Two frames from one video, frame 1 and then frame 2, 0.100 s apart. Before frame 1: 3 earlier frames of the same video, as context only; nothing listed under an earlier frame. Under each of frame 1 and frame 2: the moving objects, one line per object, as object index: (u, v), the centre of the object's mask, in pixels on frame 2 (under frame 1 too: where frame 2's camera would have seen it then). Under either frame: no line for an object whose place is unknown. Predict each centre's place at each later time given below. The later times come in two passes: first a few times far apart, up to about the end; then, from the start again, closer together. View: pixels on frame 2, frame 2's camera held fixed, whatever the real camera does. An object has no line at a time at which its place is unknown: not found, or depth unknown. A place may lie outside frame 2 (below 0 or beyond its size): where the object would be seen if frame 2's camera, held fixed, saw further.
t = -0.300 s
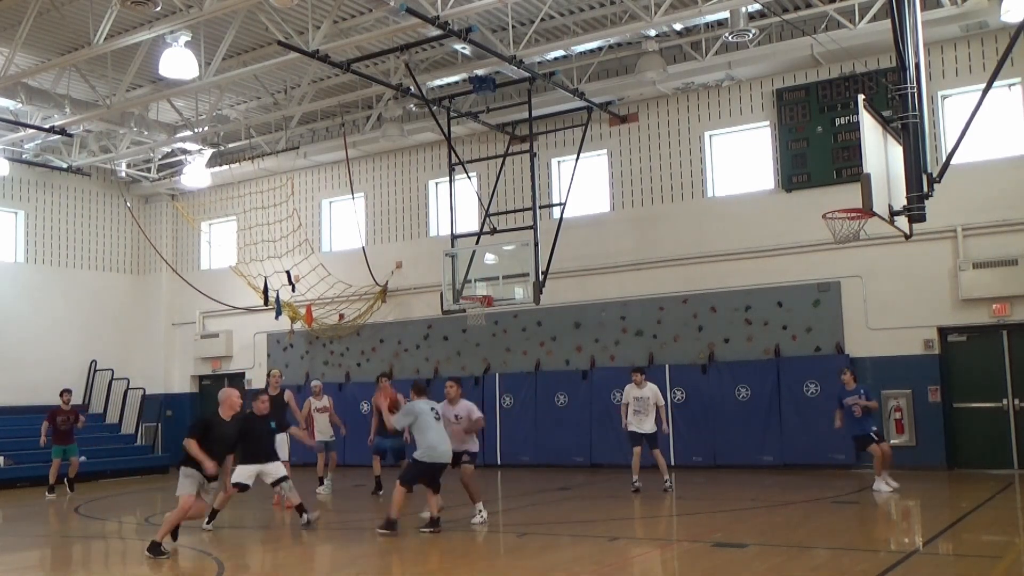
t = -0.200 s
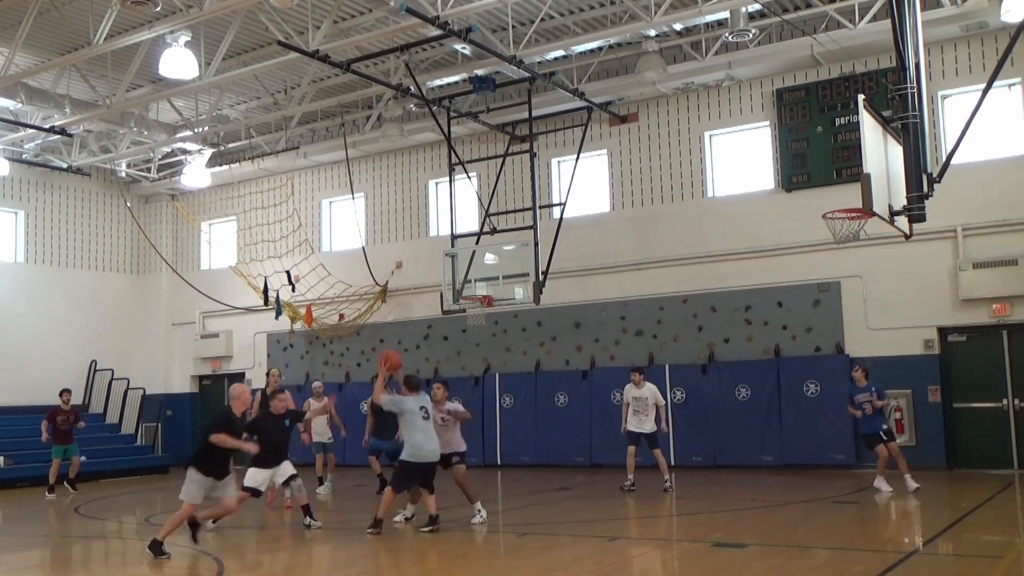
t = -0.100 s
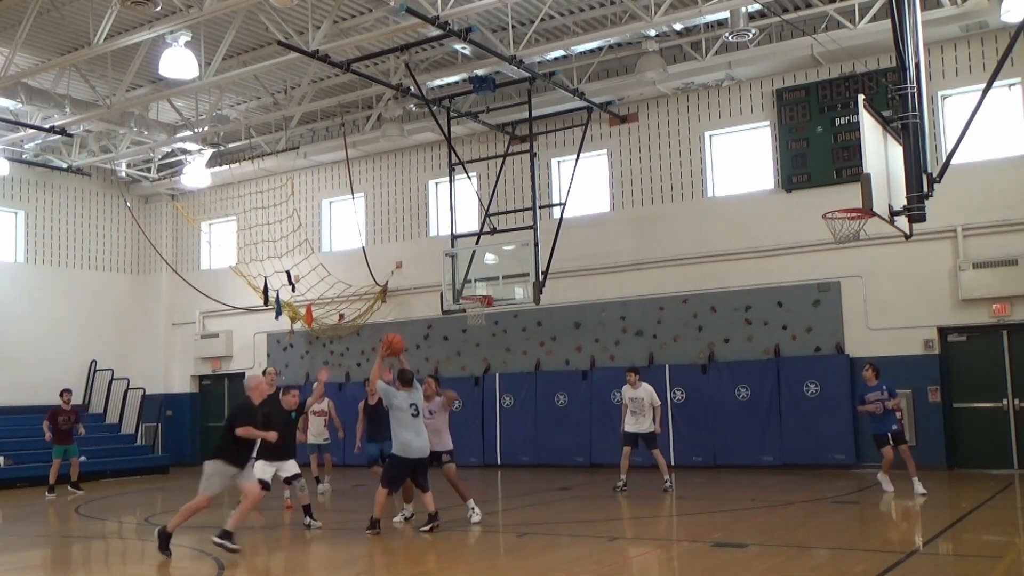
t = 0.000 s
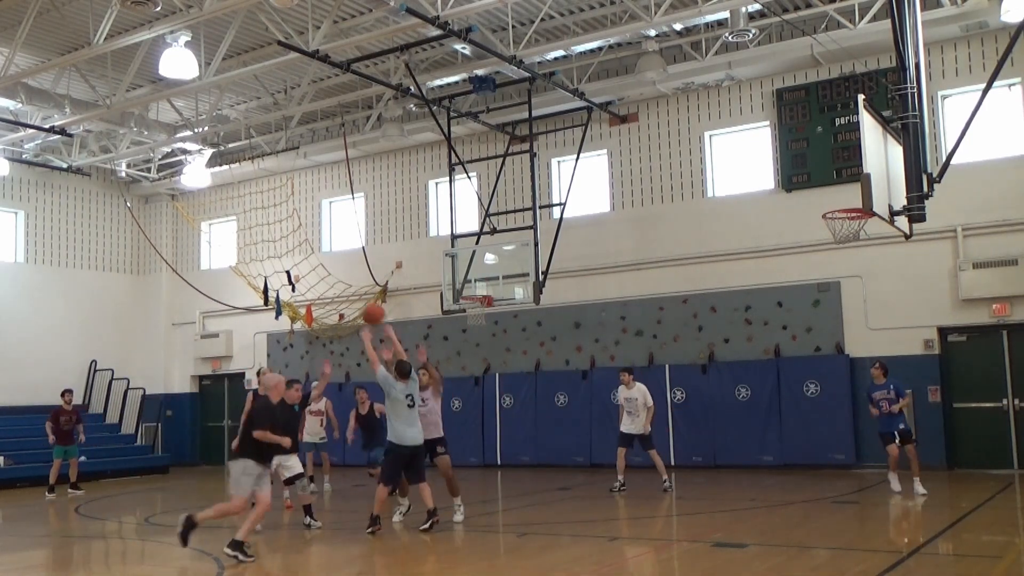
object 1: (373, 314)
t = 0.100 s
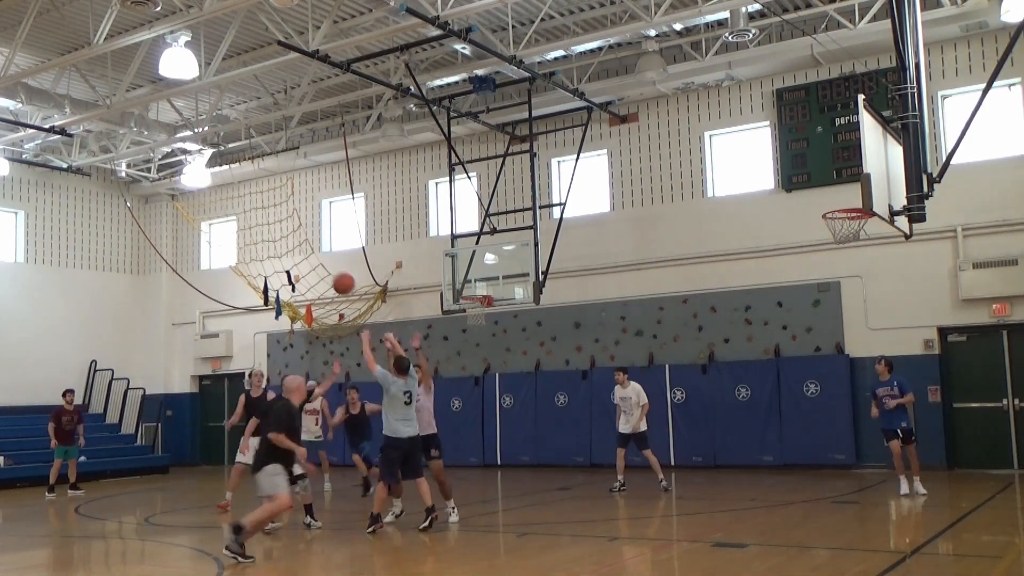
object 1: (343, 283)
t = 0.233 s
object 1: (307, 260)
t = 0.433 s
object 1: (258, 255)
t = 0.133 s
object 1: (334, 276)
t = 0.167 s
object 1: (325, 270)
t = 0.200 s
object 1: (316, 264)
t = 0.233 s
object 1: (307, 260)
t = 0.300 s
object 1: (290, 254)
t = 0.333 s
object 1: (282, 253)
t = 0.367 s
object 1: (274, 253)
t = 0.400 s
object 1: (266, 253)
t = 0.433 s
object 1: (258, 255)
